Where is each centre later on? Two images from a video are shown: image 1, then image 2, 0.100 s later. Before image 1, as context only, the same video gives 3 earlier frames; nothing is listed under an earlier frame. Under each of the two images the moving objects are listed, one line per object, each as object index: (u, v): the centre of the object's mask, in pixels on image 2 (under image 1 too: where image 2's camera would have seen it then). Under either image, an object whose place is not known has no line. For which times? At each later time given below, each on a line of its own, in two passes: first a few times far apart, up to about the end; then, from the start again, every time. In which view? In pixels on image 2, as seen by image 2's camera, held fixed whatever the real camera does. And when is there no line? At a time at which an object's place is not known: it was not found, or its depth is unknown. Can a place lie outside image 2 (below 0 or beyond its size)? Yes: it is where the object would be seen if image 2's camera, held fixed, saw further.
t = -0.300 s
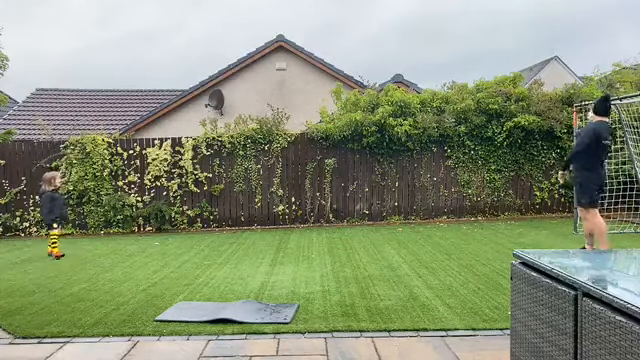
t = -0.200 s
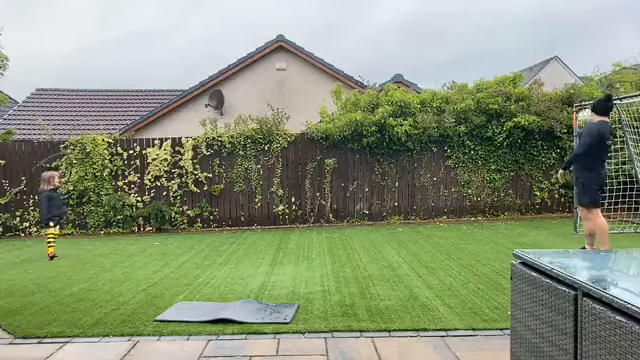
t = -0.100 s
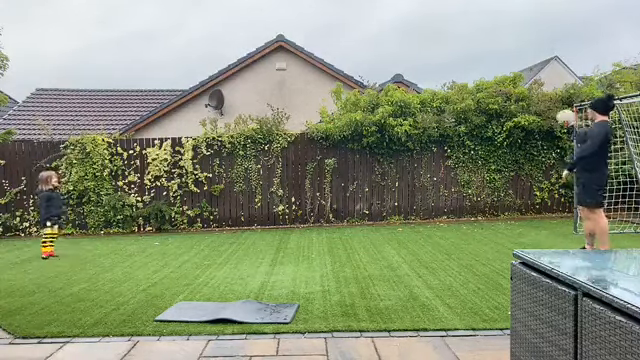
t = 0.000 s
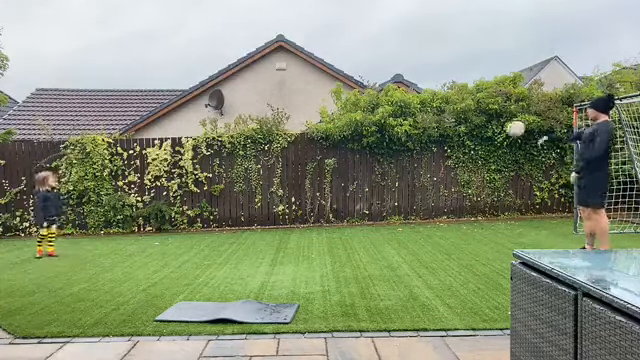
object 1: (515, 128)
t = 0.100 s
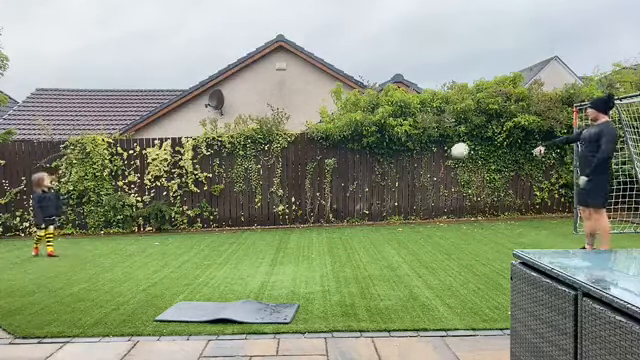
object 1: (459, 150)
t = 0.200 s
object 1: (405, 177)
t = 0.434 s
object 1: (298, 233)
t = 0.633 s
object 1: (249, 196)
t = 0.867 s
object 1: (195, 189)
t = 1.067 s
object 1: (150, 215)
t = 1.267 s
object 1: (109, 234)
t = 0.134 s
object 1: (441, 158)
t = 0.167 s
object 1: (423, 168)
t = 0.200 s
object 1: (405, 177)
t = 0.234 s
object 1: (388, 187)
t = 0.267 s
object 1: (370, 199)
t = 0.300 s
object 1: (354, 210)
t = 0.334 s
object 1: (337, 222)
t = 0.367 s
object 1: (321, 235)
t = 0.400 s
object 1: (307, 244)
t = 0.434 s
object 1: (298, 233)
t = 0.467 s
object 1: (289, 225)
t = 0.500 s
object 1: (282, 218)
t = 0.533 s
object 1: (274, 210)
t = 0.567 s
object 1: (265, 204)
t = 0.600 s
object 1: (257, 199)
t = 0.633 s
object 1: (249, 196)
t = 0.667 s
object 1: (241, 192)
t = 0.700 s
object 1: (233, 190)
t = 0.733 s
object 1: (225, 188)
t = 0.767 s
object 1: (217, 187)
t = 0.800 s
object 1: (209, 187)
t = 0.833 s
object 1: (202, 188)
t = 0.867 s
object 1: (195, 189)
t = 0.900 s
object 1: (188, 191)
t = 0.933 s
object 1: (179, 194)
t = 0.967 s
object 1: (171, 198)
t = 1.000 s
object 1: (164, 204)
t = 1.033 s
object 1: (157, 209)
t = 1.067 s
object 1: (150, 215)
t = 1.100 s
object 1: (143, 222)
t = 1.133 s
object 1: (136, 230)
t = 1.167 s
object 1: (129, 238)
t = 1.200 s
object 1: (122, 246)
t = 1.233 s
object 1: (116, 240)
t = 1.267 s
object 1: (109, 234)
